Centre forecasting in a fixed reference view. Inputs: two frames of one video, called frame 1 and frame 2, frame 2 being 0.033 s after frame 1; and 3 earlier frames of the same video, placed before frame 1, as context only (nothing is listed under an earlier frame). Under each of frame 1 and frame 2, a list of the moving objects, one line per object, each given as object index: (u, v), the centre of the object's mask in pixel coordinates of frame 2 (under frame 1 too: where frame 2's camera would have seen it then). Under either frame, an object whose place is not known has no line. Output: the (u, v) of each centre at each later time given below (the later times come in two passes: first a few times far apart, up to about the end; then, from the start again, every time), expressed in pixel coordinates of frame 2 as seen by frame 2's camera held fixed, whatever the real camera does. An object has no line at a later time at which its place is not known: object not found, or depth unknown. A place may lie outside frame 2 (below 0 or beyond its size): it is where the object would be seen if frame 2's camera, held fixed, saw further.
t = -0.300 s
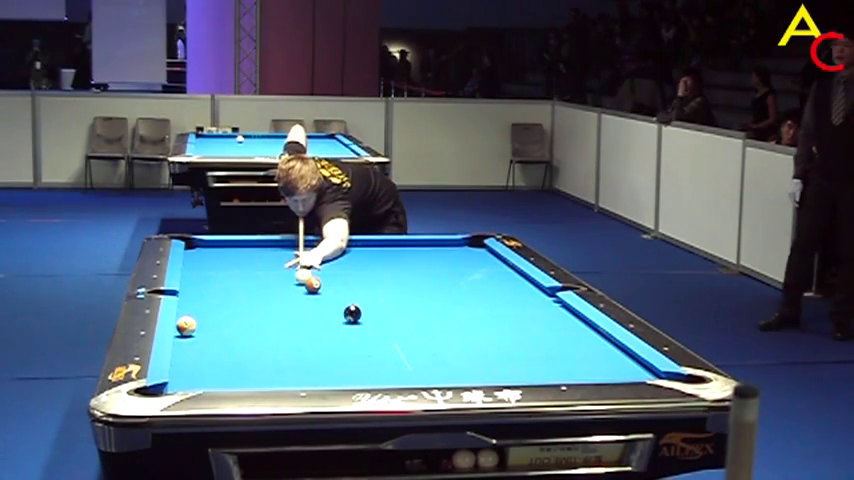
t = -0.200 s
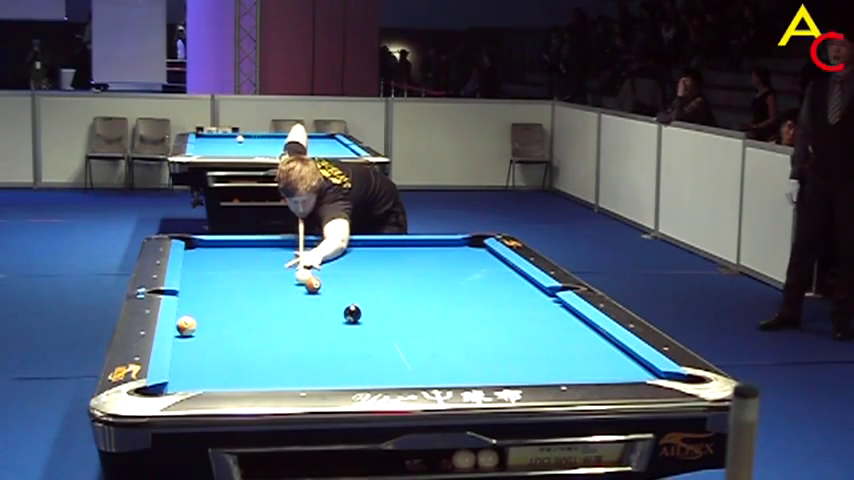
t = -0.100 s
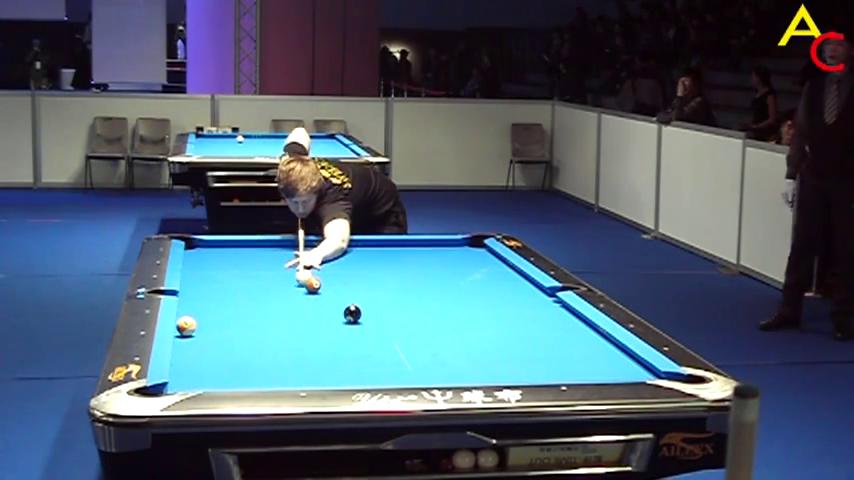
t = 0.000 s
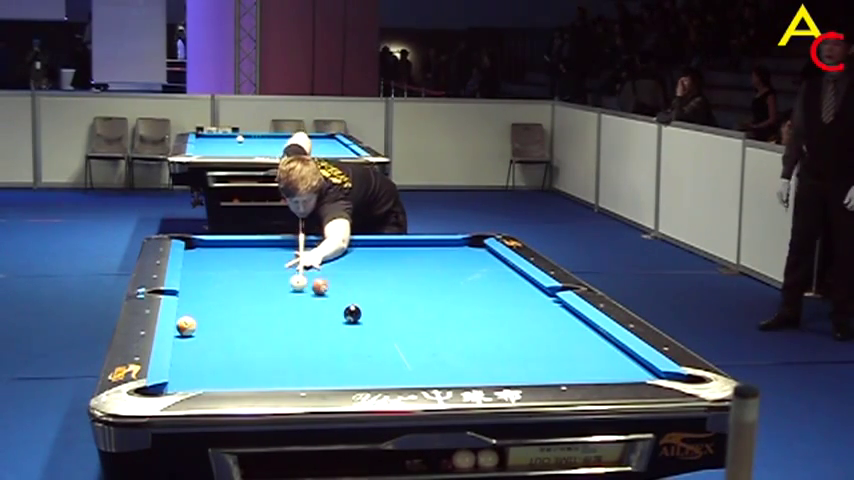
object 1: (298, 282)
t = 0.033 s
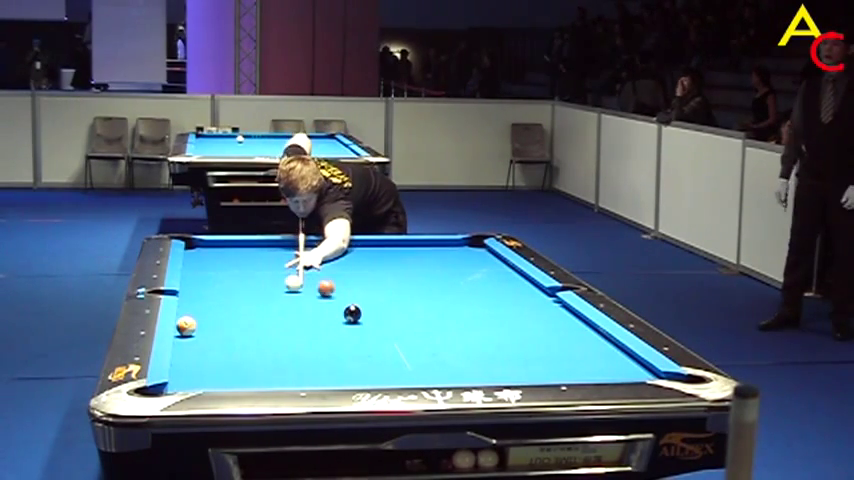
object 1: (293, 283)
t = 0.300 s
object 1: (261, 285)
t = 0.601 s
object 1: (227, 288)
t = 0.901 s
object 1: (193, 290)
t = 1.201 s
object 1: (199, 289)
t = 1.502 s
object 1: (213, 288)
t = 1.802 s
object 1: (224, 288)
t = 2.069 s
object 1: (233, 287)
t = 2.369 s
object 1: (241, 287)
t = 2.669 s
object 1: (248, 286)
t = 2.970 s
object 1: (252, 286)
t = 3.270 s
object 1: (255, 285)
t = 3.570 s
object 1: (255, 286)
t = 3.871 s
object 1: (255, 286)
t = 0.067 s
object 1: (289, 283)
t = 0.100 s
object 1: (285, 283)
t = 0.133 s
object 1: (281, 283)
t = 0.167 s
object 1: (277, 283)
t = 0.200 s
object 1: (273, 284)
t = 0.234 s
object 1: (269, 284)
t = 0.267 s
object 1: (265, 285)
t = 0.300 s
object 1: (261, 285)
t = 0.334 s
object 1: (258, 285)
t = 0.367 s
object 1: (254, 285)
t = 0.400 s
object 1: (250, 286)
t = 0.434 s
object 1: (246, 286)
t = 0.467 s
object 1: (242, 287)
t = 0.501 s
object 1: (238, 287)
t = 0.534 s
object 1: (234, 287)
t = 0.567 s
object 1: (230, 287)
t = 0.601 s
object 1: (227, 288)
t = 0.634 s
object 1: (223, 288)
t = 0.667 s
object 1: (219, 288)
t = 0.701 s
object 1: (216, 288)
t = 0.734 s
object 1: (212, 289)
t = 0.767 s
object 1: (208, 289)
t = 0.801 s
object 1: (204, 289)
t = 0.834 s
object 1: (201, 289)
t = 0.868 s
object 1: (197, 290)
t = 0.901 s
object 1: (193, 290)
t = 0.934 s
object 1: (190, 290)
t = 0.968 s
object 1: (187, 290)
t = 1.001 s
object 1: (189, 290)
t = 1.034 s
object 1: (190, 290)
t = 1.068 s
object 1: (192, 290)
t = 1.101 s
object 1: (194, 290)
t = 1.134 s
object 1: (196, 290)
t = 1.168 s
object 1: (197, 290)
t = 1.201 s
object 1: (199, 289)
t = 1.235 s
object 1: (201, 289)
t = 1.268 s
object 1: (202, 289)
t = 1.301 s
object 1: (204, 289)
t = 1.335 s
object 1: (205, 289)
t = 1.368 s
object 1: (207, 289)
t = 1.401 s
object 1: (209, 289)
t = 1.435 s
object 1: (210, 289)
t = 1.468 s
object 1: (211, 289)
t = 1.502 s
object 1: (213, 288)
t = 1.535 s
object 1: (214, 288)
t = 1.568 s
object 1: (216, 289)
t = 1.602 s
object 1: (217, 288)
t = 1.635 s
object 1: (218, 288)
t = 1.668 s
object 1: (219, 288)
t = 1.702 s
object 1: (221, 288)
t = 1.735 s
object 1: (222, 288)
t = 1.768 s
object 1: (223, 288)
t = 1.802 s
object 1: (224, 288)
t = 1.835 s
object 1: (225, 288)
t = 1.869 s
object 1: (227, 288)
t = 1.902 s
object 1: (228, 288)
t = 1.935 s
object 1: (229, 288)
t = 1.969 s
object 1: (230, 288)
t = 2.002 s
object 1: (231, 287)
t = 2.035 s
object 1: (232, 287)
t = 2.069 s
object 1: (233, 287)
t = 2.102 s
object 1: (234, 287)
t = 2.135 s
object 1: (235, 287)
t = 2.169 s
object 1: (236, 287)
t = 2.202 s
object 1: (237, 287)
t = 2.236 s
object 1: (238, 287)
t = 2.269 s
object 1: (239, 287)
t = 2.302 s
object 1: (240, 287)
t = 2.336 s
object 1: (240, 287)
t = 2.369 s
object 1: (241, 287)
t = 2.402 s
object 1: (242, 286)
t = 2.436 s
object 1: (243, 287)
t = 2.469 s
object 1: (244, 287)
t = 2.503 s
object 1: (244, 286)
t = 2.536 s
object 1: (245, 286)
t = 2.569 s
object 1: (246, 286)
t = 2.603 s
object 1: (246, 286)
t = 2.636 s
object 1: (247, 286)
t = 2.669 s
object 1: (248, 286)
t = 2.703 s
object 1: (248, 286)
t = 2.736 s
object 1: (249, 286)
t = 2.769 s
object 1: (249, 286)
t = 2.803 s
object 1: (250, 286)
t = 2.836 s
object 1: (251, 286)
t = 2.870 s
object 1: (251, 286)
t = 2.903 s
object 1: (251, 286)
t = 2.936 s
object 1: (252, 286)
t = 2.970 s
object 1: (252, 286)
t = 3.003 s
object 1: (253, 286)
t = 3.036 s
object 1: (253, 286)
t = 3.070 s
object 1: (253, 286)
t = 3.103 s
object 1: (254, 286)
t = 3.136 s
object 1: (254, 286)
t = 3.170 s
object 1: (254, 286)
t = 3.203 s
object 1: (254, 286)
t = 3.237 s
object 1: (255, 286)
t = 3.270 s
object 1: (255, 285)
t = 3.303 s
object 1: (255, 286)
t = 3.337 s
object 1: (255, 285)
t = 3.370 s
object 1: (255, 286)
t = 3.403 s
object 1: (255, 285)
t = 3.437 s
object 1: (255, 286)
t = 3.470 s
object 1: (255, 286)
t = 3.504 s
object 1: (255, 286)
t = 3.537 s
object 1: (255, 286)
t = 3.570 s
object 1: (255, 286)
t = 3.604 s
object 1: (255, 286)
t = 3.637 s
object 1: (255, 286)
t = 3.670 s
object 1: (255, 286)
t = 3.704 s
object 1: (255, 286)
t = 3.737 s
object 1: (255, 286)
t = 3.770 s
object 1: (255, 286)
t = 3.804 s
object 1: (255, 286)
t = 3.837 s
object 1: (255, 286)
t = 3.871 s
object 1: (255, 286)
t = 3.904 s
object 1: (255, 286)
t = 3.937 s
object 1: (255, 286)
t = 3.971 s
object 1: (255, 286)
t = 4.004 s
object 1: (255, 286)
